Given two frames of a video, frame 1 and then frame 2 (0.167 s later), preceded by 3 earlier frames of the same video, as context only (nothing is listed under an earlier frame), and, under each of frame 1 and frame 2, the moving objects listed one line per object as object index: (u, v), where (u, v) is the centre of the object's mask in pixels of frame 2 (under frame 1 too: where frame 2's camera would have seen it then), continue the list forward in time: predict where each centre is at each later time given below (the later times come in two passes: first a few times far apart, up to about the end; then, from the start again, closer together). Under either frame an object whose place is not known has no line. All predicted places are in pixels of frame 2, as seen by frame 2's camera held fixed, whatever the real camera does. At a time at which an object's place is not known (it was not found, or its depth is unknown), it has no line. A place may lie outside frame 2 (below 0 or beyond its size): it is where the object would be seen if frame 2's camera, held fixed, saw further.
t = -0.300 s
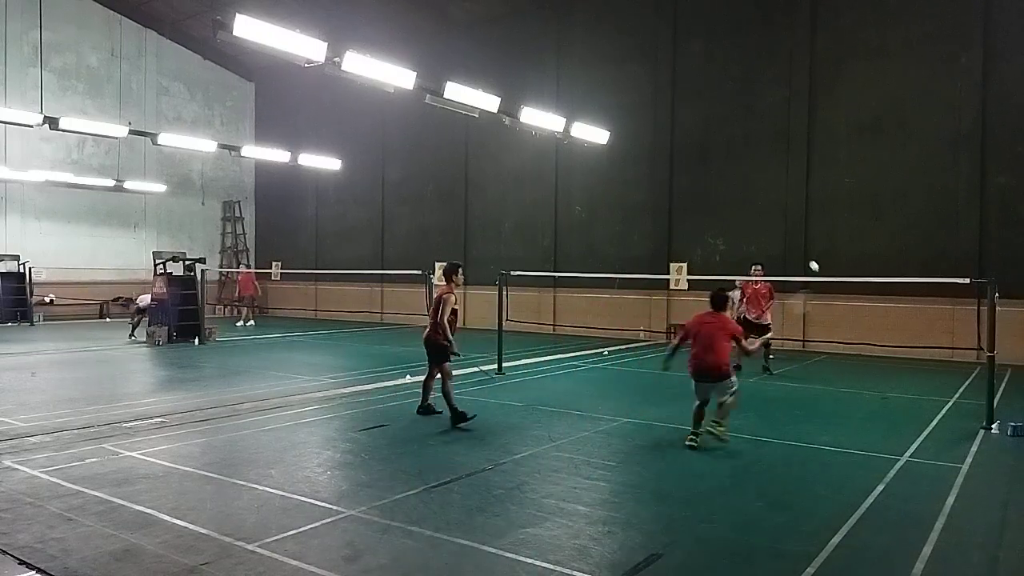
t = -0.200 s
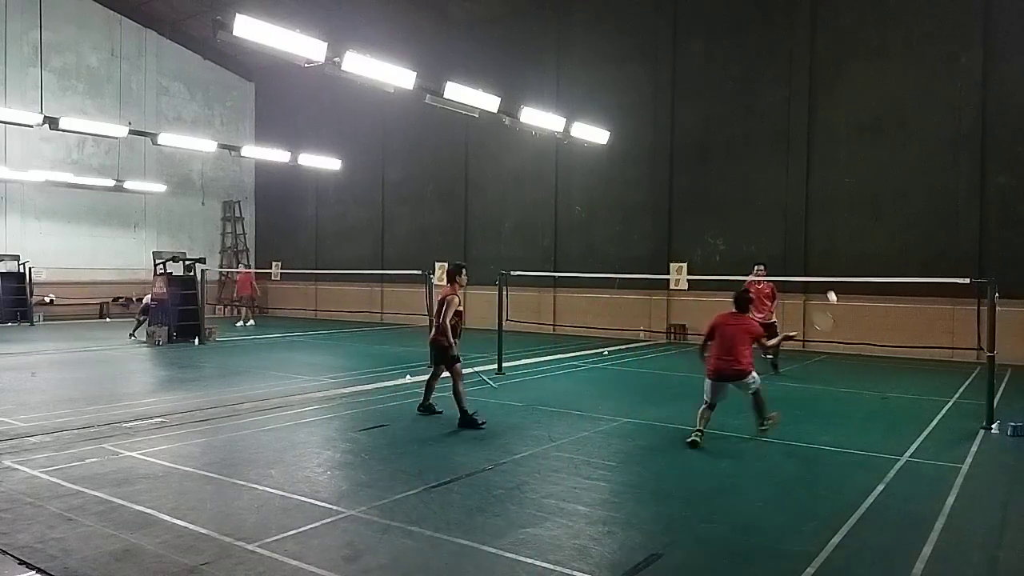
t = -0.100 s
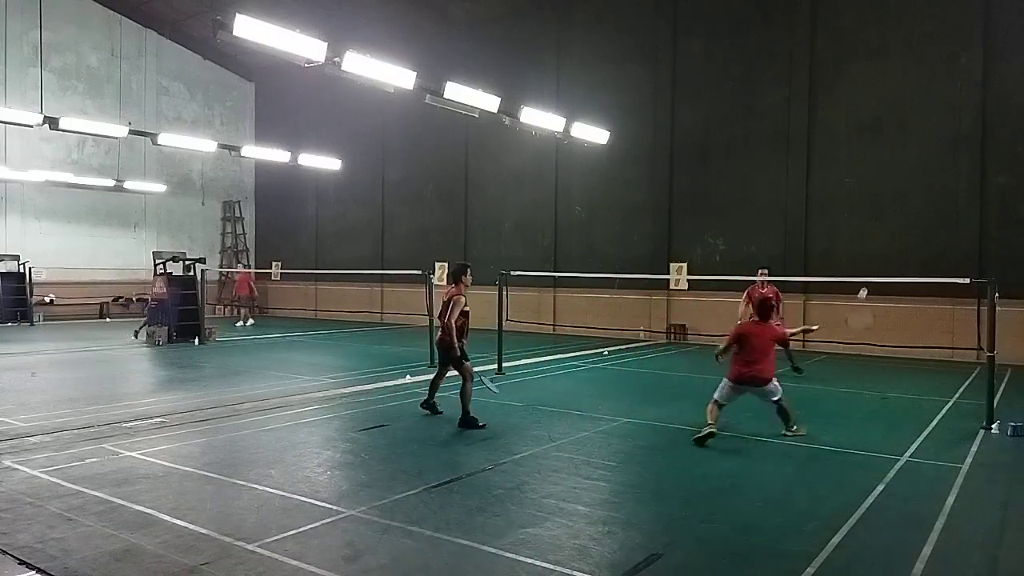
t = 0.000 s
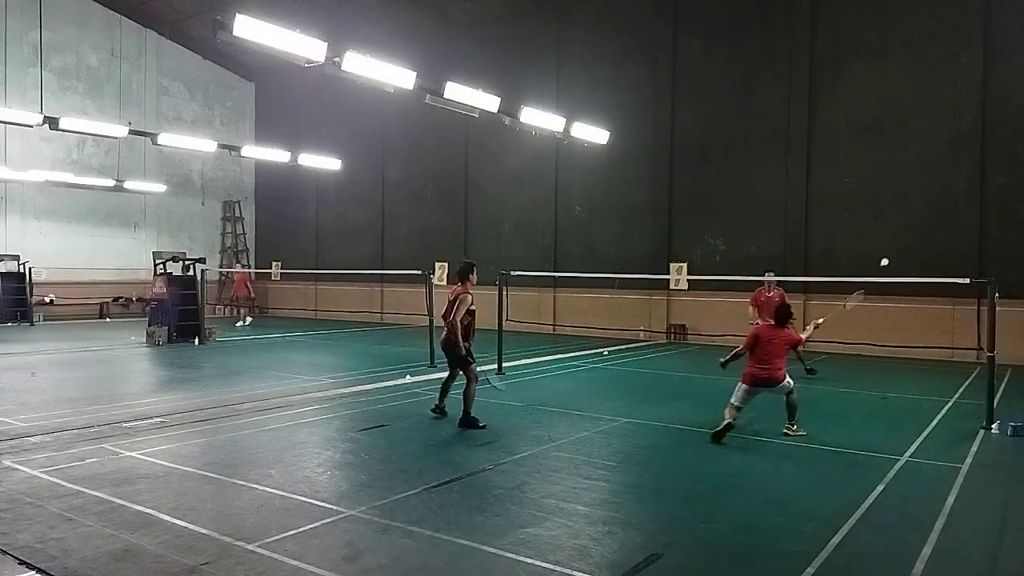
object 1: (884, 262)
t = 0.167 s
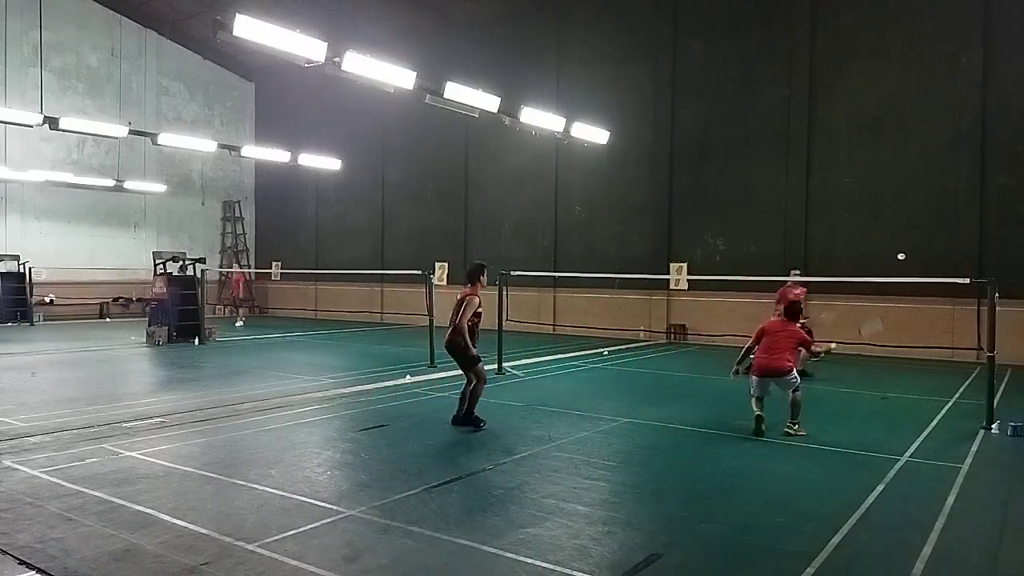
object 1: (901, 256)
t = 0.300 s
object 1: (911, 263)
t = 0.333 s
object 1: (914, 267)
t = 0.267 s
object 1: (910, 260)
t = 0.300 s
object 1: (911, 263)
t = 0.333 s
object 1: (914, 267)
